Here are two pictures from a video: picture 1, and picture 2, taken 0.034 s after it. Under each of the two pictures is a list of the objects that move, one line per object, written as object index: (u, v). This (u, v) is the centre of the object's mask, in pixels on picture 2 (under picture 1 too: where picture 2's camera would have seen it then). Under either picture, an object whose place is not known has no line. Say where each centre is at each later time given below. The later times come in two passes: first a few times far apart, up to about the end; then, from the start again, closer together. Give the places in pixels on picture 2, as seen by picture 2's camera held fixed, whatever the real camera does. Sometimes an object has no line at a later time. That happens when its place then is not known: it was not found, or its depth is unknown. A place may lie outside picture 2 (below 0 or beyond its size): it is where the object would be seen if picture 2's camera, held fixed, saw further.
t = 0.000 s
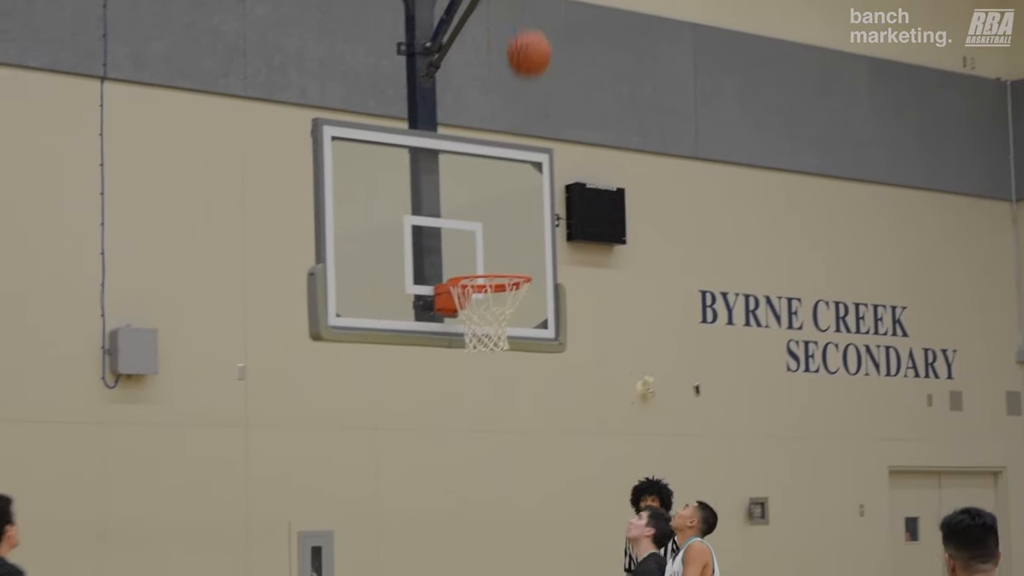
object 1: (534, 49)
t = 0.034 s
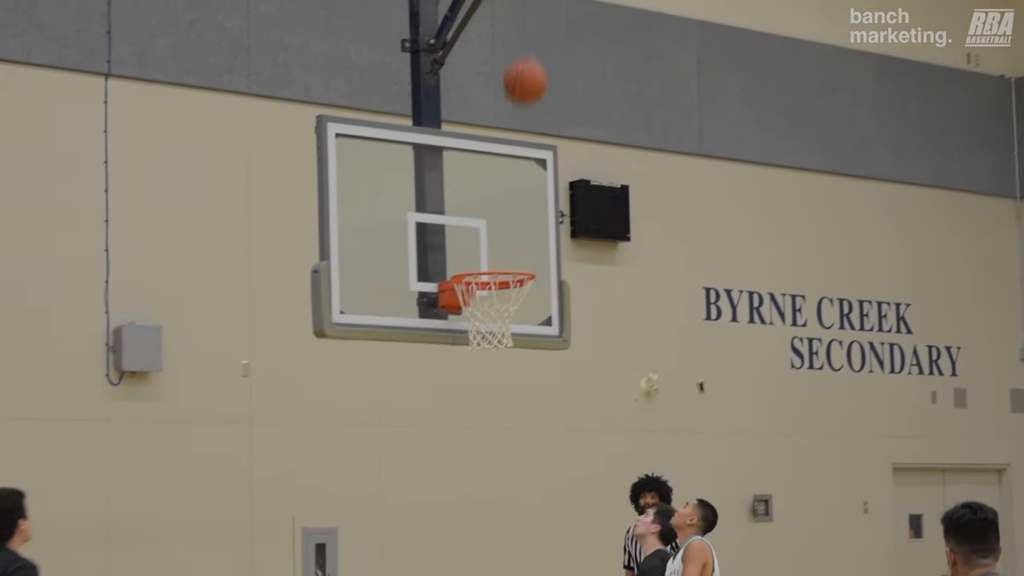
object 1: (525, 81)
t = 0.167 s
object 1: (493, 217)
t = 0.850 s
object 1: (455, 518)
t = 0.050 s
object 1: (521, 97)
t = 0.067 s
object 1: (517, 113)
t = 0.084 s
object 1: (513, 128)
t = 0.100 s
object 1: (508, 147)
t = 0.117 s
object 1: (504, 164)
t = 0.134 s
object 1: (500, 181)
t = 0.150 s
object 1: (496, 199)
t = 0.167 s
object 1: (493, 217)
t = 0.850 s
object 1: (455, 518)
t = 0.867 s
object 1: (453, 532)
